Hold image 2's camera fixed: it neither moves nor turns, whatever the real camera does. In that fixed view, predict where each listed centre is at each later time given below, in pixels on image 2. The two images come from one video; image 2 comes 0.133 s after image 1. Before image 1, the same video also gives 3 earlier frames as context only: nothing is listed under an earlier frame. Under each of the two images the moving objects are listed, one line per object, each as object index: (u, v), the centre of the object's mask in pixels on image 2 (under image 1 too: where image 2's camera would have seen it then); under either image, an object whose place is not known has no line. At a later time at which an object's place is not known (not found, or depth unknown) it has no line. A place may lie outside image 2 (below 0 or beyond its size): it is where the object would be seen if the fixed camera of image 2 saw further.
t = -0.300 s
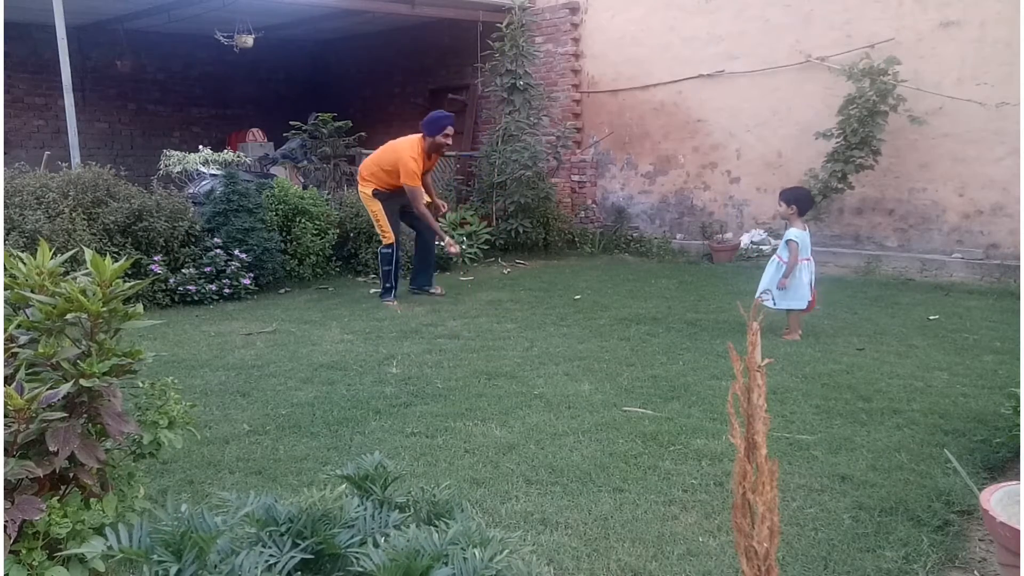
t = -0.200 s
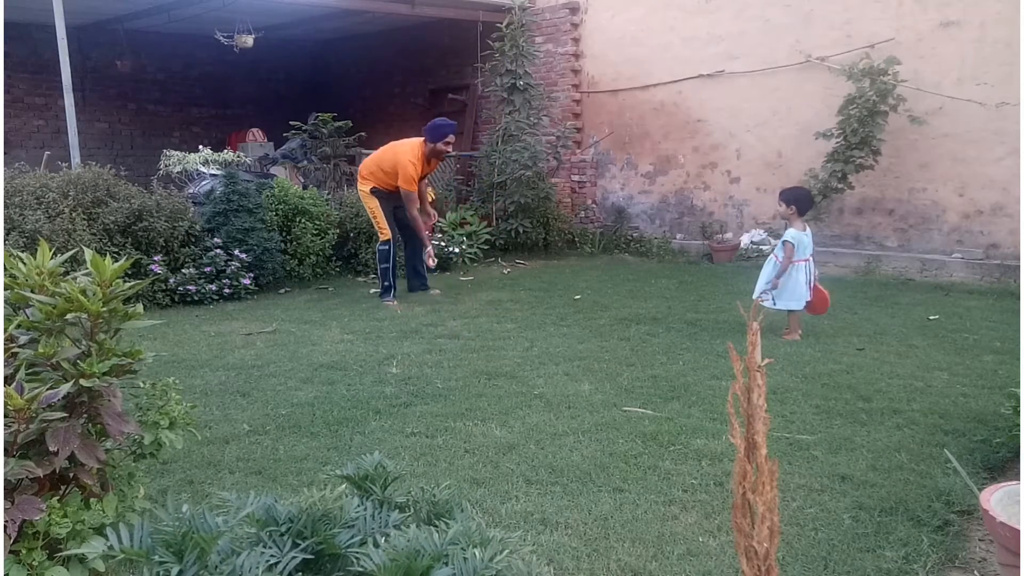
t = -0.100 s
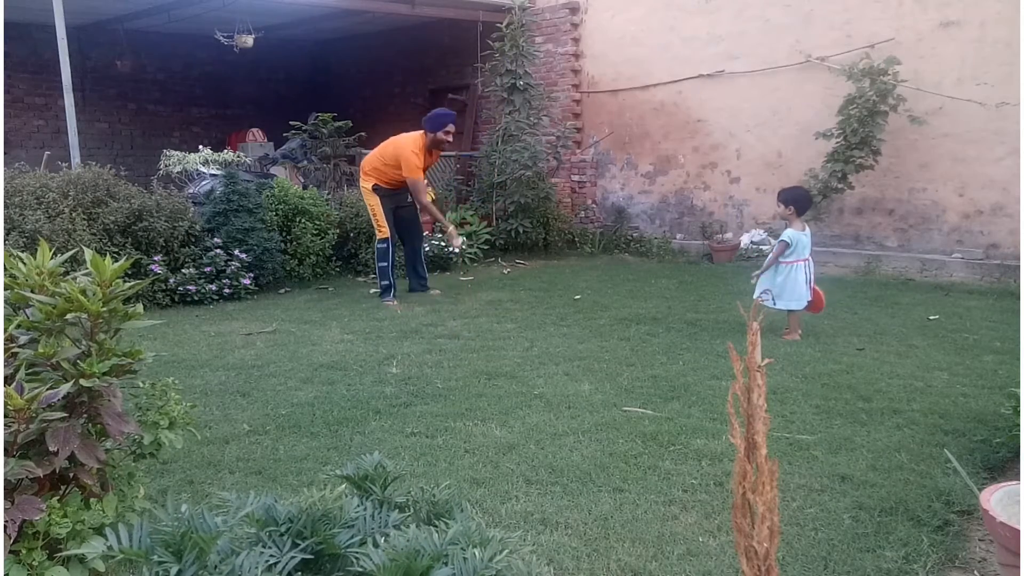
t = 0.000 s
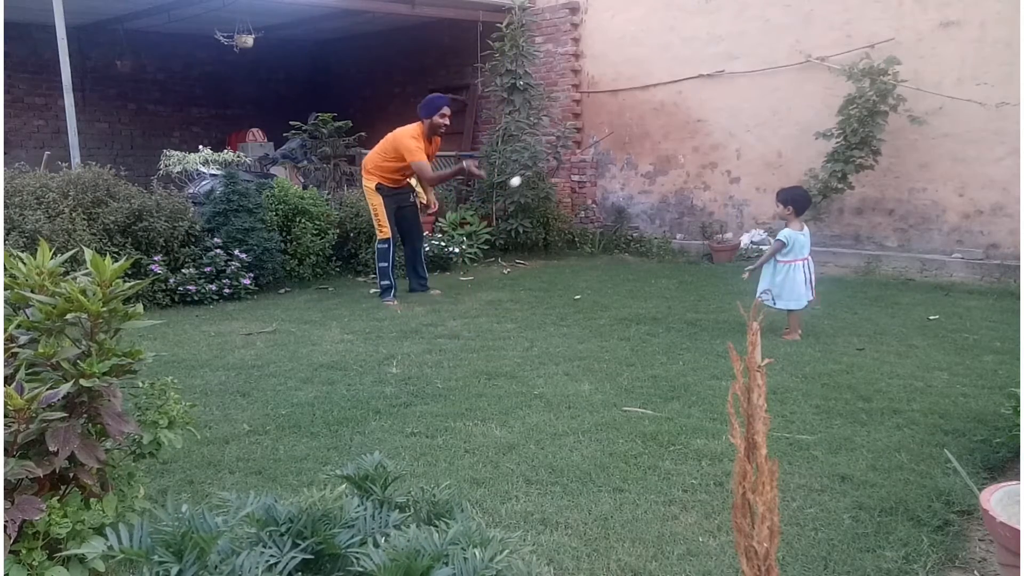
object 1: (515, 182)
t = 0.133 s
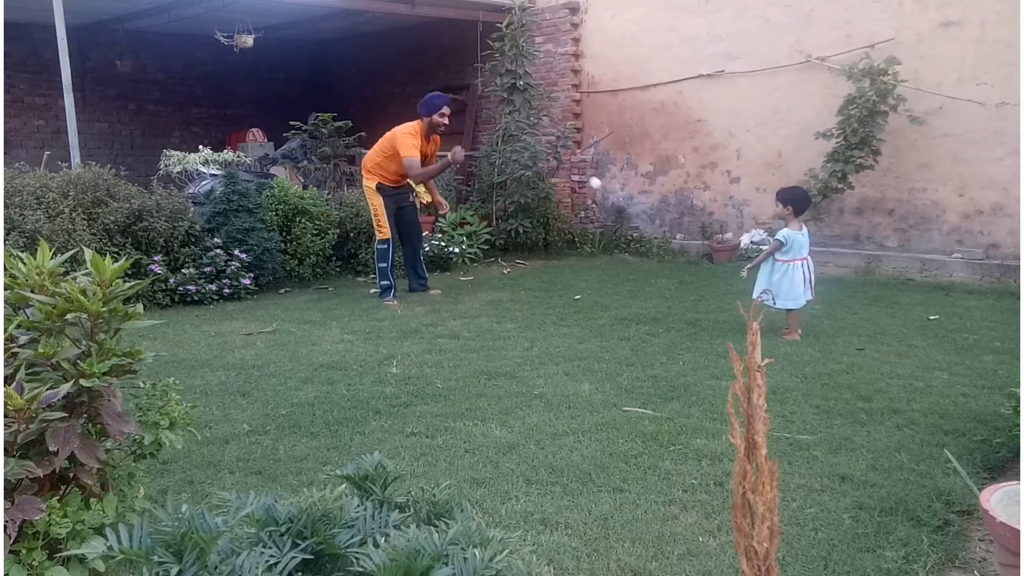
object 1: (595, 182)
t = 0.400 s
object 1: (660, 297)
